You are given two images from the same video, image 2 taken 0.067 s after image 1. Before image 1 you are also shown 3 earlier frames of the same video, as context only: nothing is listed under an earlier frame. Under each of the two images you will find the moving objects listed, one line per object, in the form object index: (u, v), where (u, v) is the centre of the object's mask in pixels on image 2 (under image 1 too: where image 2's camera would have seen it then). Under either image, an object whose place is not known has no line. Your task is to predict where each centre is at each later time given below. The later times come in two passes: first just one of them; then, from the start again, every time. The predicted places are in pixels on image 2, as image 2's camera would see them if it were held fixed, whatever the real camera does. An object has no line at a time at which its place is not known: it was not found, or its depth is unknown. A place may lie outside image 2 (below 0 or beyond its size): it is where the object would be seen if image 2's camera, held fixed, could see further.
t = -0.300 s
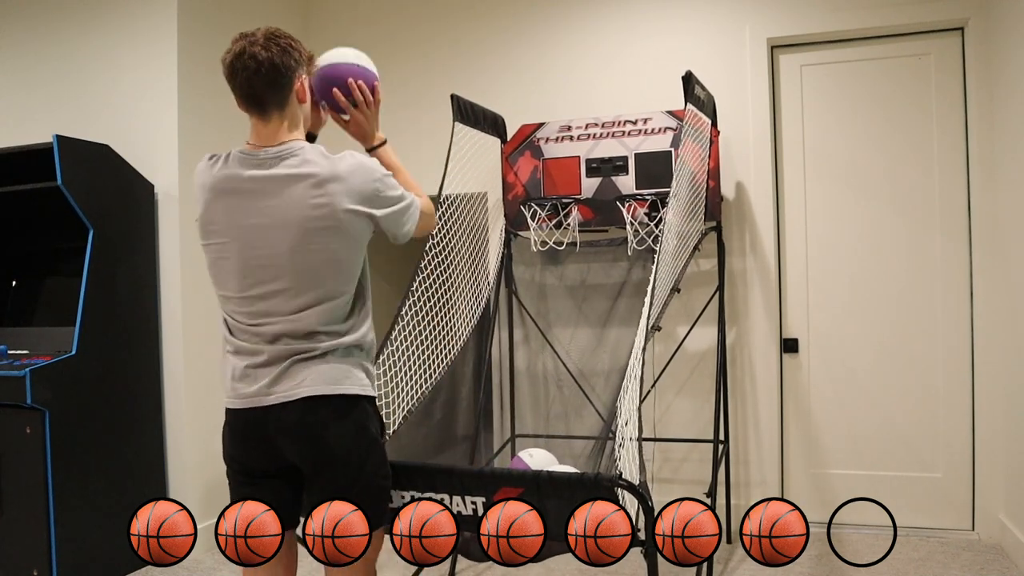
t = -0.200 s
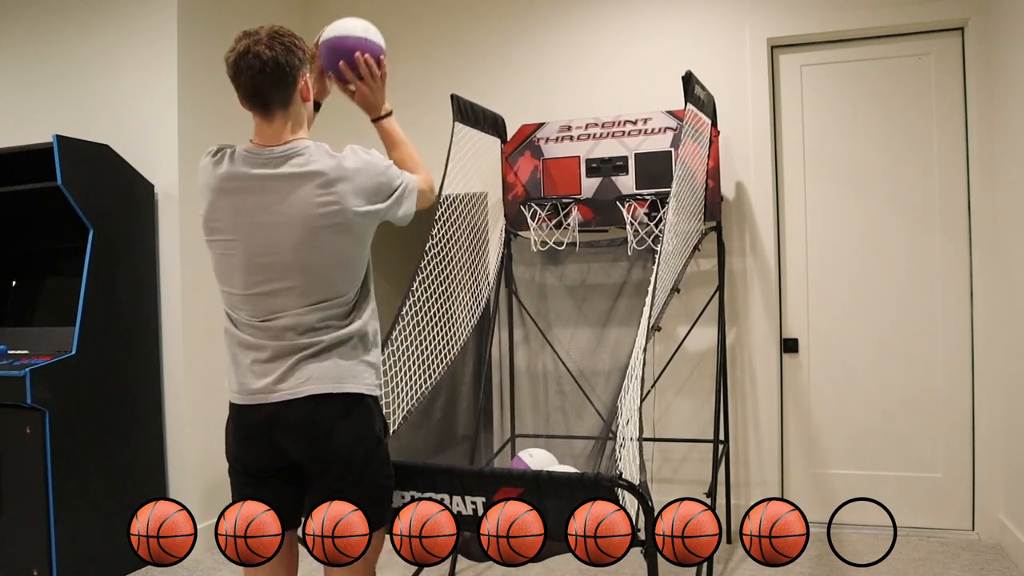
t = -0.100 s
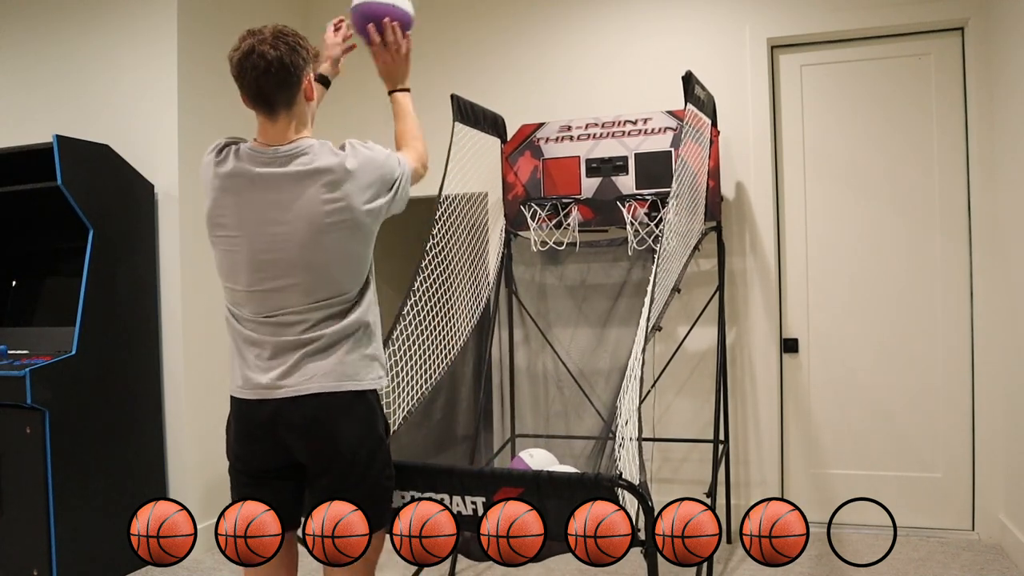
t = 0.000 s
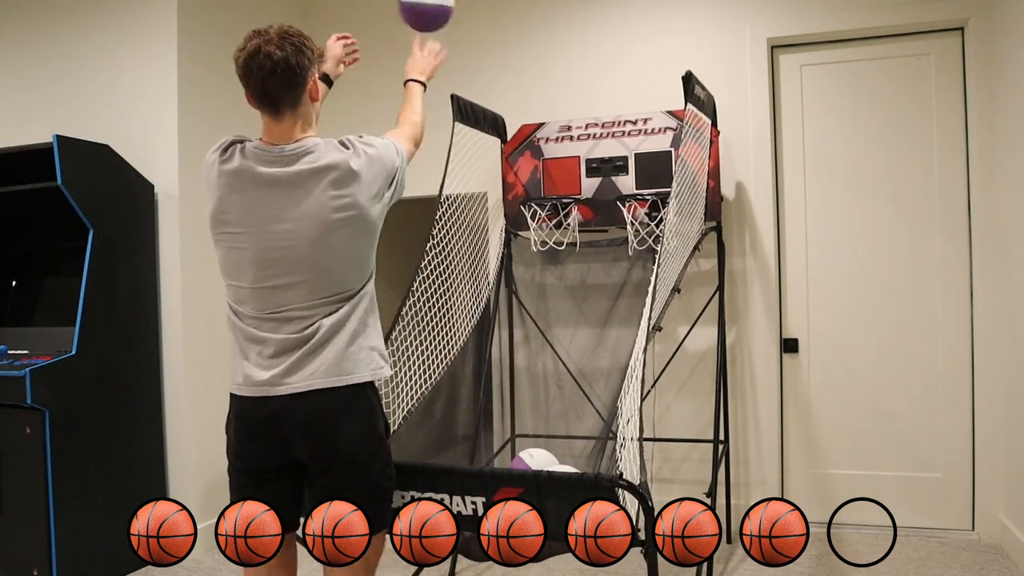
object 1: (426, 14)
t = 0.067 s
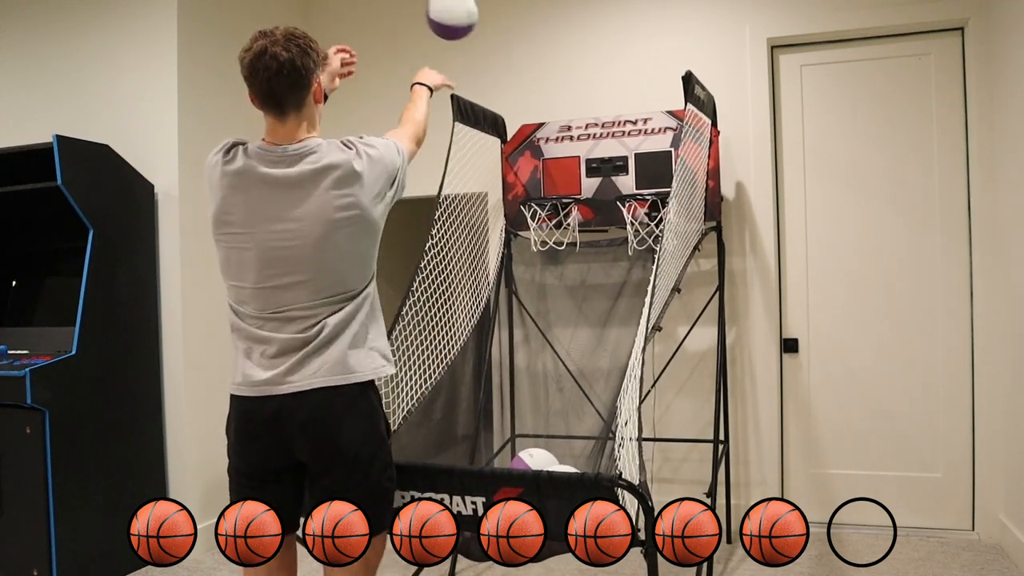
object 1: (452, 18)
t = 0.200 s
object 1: (493, 62)
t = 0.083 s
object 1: (458, 20)
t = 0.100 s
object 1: (463, 23)
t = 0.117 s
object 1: (468, 28)
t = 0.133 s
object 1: (474, 34)
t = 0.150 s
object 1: (479, 40)
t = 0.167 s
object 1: (484, 47)
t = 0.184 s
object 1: (488, 54)
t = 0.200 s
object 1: (493, 62)
